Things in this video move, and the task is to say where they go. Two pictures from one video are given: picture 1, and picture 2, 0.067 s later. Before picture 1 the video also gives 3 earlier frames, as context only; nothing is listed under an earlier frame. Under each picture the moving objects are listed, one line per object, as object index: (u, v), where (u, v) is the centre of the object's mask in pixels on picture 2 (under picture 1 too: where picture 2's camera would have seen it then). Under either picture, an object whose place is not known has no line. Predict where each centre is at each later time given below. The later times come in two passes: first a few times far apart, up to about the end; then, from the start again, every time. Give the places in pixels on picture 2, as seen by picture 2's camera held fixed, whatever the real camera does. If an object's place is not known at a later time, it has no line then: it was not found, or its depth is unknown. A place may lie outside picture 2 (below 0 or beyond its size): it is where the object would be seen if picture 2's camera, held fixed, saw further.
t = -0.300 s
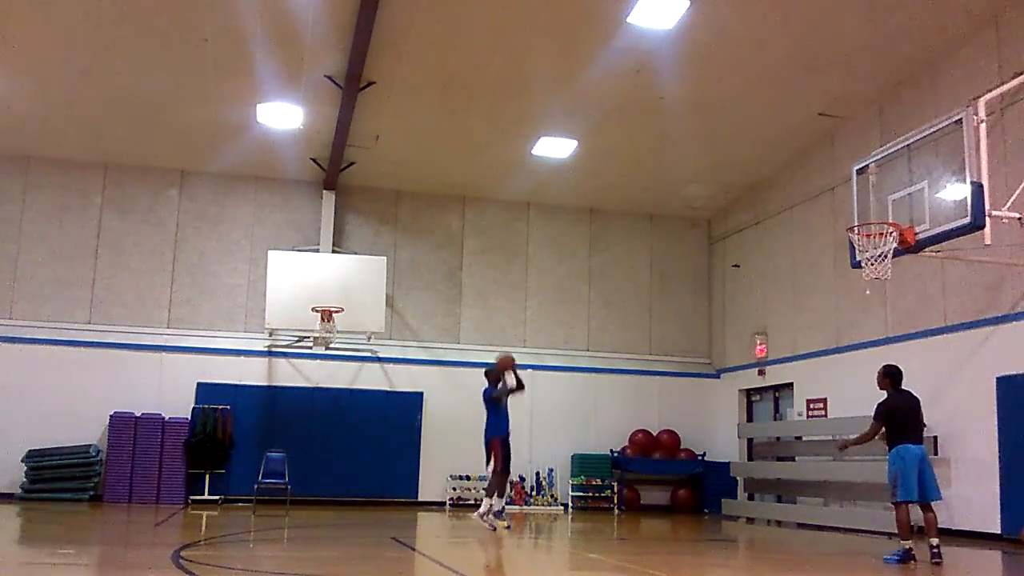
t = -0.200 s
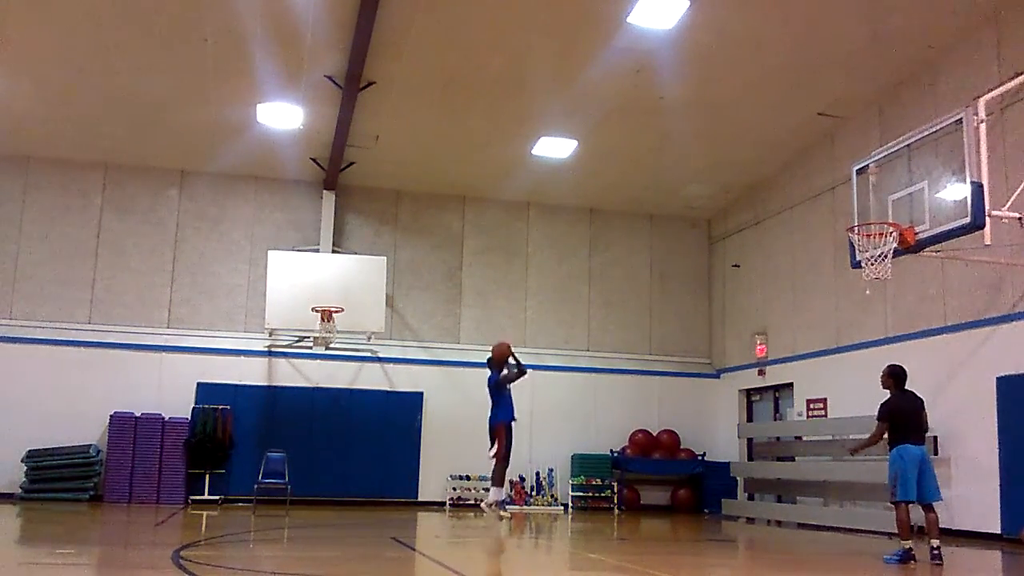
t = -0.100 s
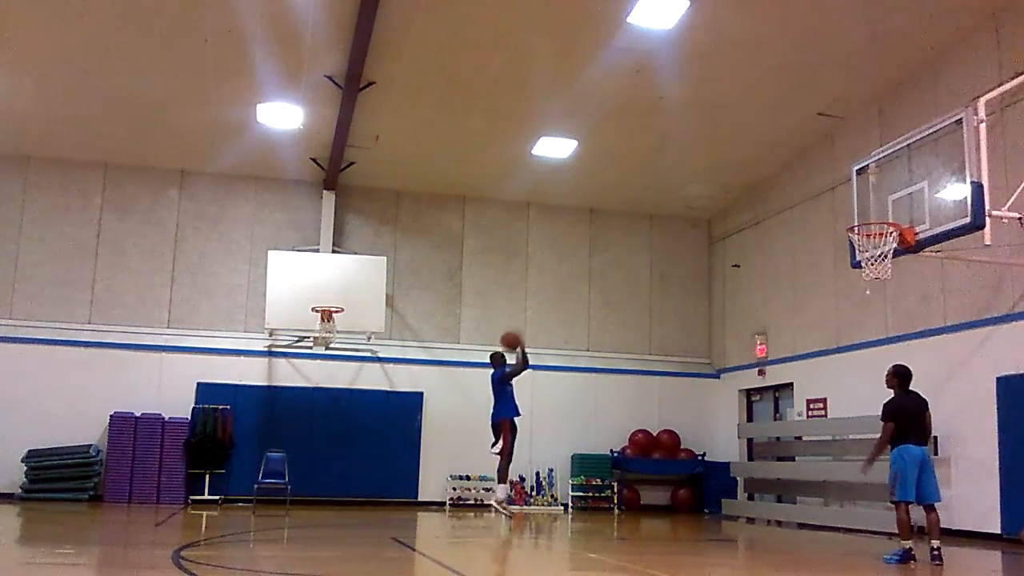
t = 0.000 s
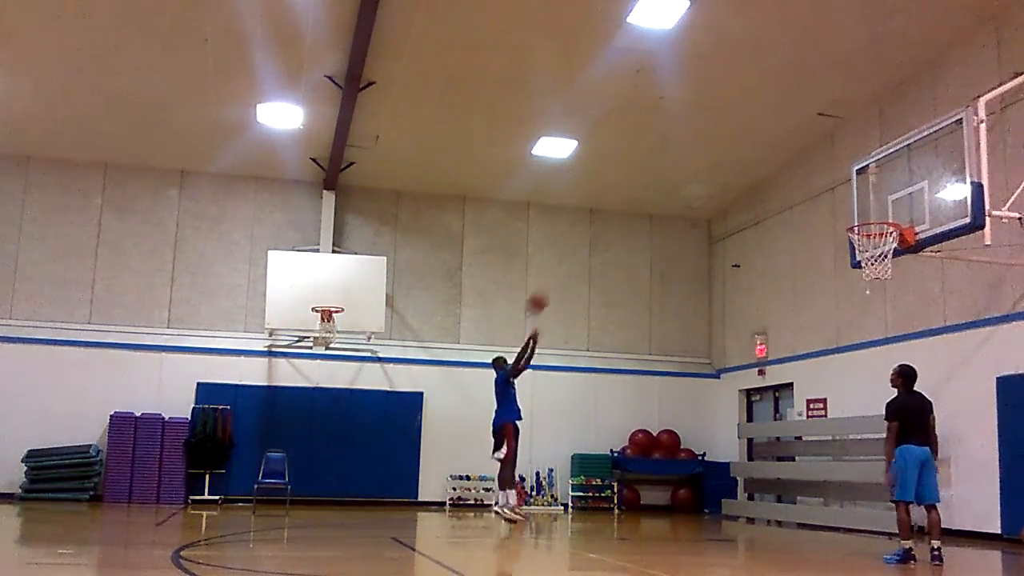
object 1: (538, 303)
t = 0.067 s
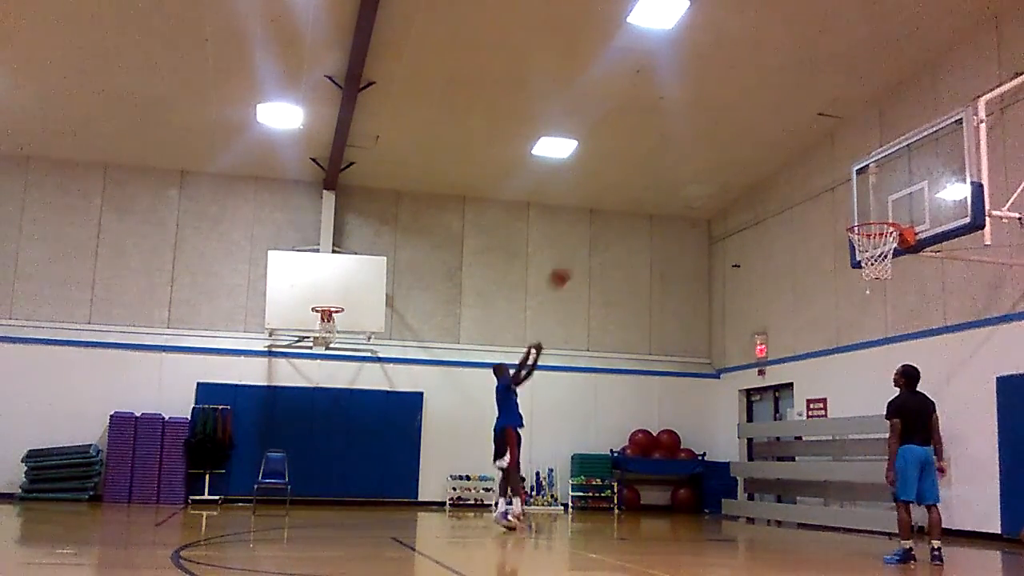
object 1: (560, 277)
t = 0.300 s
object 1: (643, 208)
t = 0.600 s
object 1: (761, 177)
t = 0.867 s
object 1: (883, 214)
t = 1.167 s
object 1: (838, 189)
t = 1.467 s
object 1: (805, 213)
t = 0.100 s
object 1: (571, 265)
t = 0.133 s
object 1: (582, 253)
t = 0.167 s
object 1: (594, 243)
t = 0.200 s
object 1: (606, 233)
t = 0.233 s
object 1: (617, 225)
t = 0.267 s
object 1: (630, 216)
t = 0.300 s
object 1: (643, 208)
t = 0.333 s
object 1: (655, 201)
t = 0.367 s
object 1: (668, 194)
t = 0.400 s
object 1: (680, 188)
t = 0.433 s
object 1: (693, 184)
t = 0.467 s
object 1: (706, 180)
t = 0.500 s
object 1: (718, 178)
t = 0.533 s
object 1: (734, 176)
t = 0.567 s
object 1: (747, 177)
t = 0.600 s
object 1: (761, 177)
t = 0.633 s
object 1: (776, 178)
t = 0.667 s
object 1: (790, 181)
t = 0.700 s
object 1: (807, 185)
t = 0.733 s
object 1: (821, 189)
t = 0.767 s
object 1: (835, 195)
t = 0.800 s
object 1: (852, 203)
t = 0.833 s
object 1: (869, 211)
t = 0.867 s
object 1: (883, 214)
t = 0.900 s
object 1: (880, 221)
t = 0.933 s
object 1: (870, 222)
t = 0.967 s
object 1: (863, 216)
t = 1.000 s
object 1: (858, 211)
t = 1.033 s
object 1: (854, 205)
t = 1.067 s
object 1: (850, 200)
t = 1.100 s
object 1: (846, 195)
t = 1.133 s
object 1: (842, 192)
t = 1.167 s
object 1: (838, 189)
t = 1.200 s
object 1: (835, 188)
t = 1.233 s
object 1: (831, 188)
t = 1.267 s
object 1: (827, 188)
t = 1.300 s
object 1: (824, 190)
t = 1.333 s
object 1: (820, 193)
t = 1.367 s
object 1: (817, 196)
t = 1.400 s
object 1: (813, 201)
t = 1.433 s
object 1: (809, 206)
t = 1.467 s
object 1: (805, 213)
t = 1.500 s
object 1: (803, 221)
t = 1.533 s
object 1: (799, 229)
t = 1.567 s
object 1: (796, 239)
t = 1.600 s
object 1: (792, 249)
